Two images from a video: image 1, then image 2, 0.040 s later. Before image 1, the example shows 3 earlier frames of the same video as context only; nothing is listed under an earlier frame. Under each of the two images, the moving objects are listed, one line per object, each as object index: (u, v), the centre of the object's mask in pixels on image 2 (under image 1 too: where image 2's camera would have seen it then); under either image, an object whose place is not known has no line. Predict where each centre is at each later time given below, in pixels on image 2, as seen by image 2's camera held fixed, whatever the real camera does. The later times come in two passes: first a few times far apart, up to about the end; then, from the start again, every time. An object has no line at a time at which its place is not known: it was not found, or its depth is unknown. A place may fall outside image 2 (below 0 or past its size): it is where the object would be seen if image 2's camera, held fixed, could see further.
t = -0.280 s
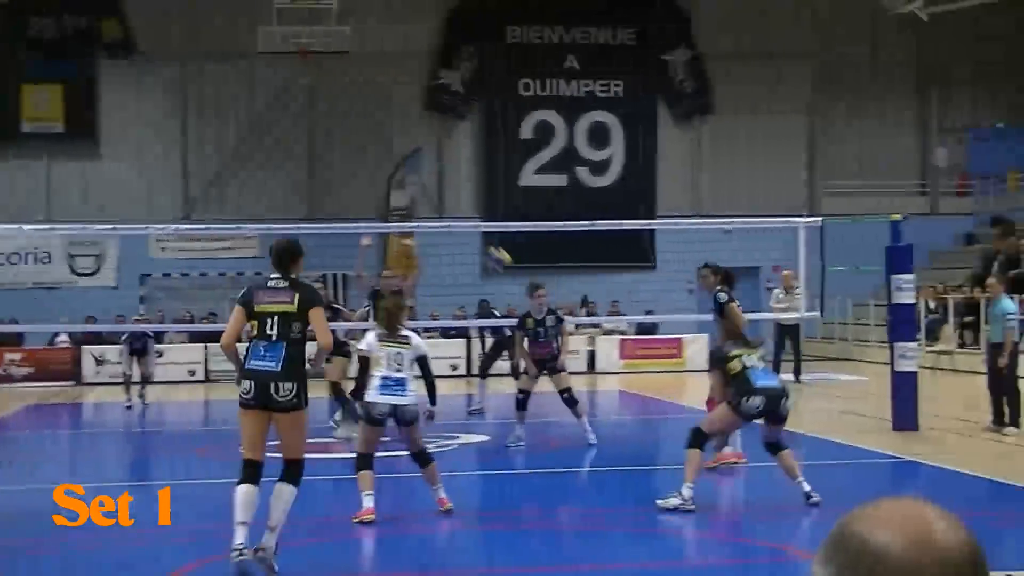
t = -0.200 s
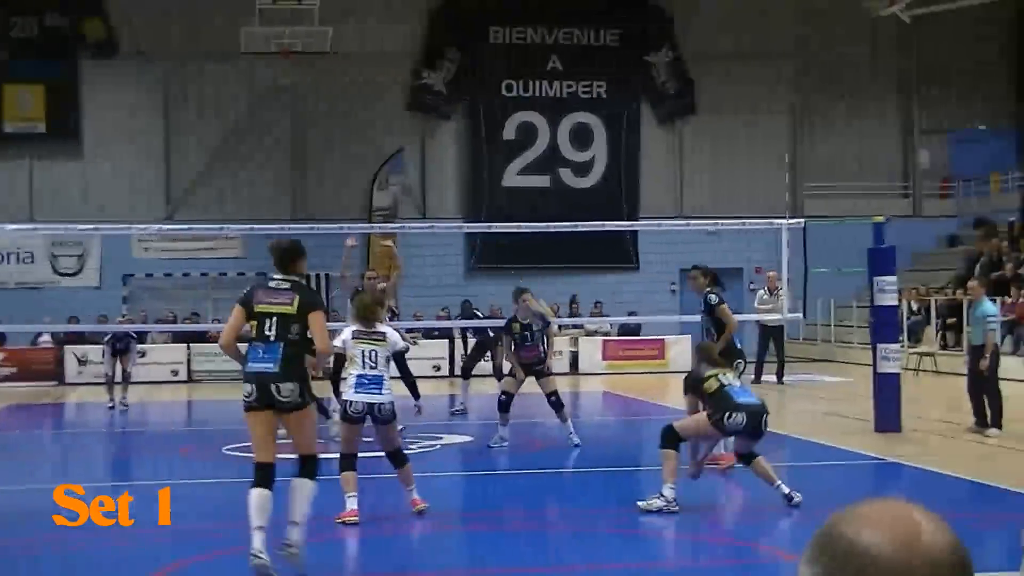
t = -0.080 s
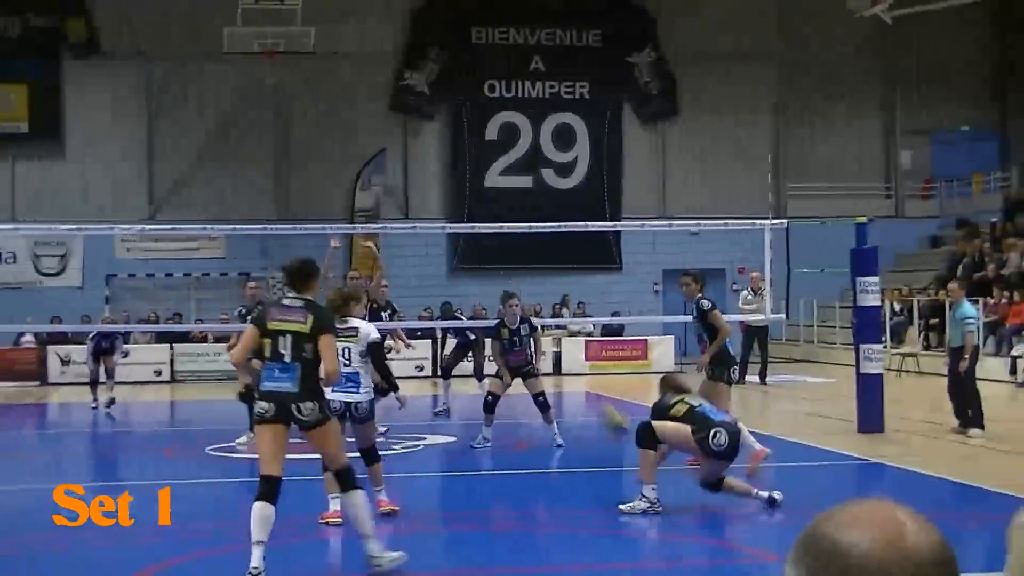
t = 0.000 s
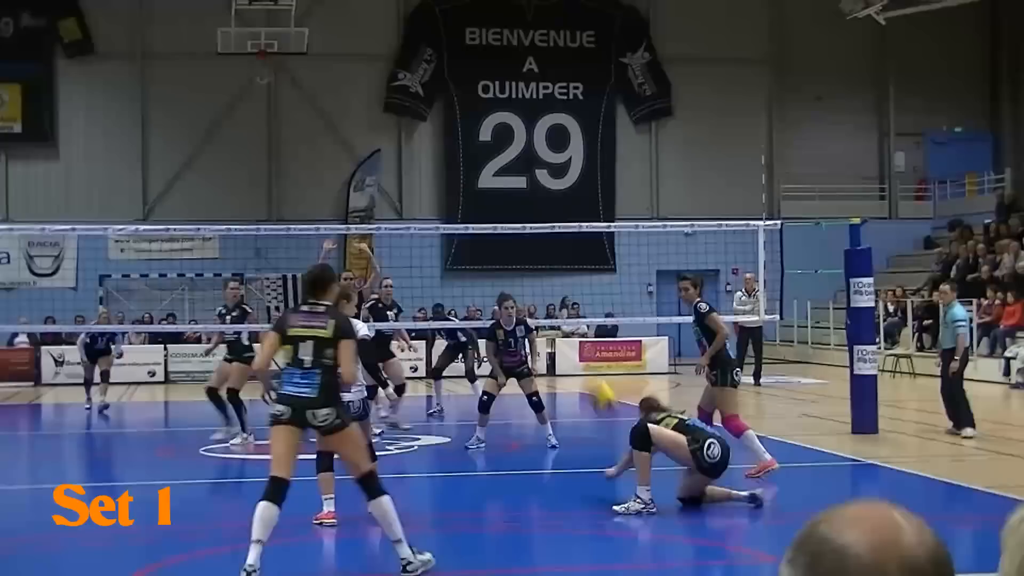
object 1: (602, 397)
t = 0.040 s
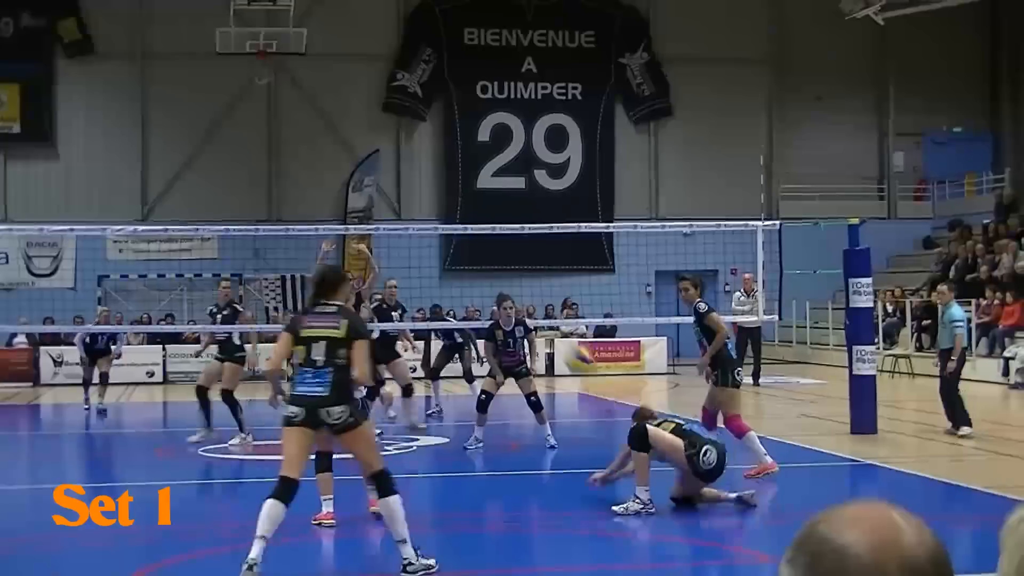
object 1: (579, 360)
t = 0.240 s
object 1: (481, 212)
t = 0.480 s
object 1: (380, 112)
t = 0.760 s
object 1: (271, 78)
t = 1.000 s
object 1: (188, 116)
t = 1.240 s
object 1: (107, 210)
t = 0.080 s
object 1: (558, 323)
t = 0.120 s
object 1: (539, 292)
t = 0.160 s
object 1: (519, 264)
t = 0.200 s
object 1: (502, 241)
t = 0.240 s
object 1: (481, 212)
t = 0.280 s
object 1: (465, 191)
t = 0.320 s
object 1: (447, 171)
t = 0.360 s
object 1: (433, 153)
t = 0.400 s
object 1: (410, 134)
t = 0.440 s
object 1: (396, 121)
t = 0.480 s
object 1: (380, 112)
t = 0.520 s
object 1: (363, 99)
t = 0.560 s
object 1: (348, 90)
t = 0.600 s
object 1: (332, 86)
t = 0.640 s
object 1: (317, 82)
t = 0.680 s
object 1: (301, 77)
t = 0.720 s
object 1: (286, 77)
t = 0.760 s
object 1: (271, 78)
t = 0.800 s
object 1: (258, 79)
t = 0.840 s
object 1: (244, 83)
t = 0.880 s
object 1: (229, 89)
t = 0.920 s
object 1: (215, 98)
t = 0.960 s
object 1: (201, 104)
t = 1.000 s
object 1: (188, 116)
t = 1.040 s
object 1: (174, 127)
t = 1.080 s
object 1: (157, 137)
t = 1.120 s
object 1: (147, 155)
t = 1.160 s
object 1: (133, 171)
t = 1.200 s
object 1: (120, 189)
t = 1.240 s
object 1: (107, 210)
